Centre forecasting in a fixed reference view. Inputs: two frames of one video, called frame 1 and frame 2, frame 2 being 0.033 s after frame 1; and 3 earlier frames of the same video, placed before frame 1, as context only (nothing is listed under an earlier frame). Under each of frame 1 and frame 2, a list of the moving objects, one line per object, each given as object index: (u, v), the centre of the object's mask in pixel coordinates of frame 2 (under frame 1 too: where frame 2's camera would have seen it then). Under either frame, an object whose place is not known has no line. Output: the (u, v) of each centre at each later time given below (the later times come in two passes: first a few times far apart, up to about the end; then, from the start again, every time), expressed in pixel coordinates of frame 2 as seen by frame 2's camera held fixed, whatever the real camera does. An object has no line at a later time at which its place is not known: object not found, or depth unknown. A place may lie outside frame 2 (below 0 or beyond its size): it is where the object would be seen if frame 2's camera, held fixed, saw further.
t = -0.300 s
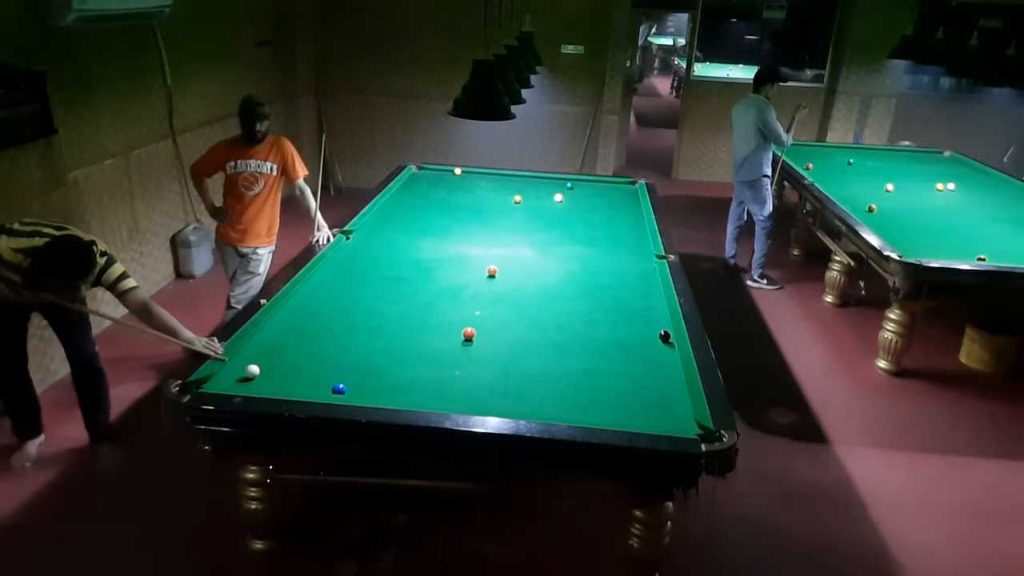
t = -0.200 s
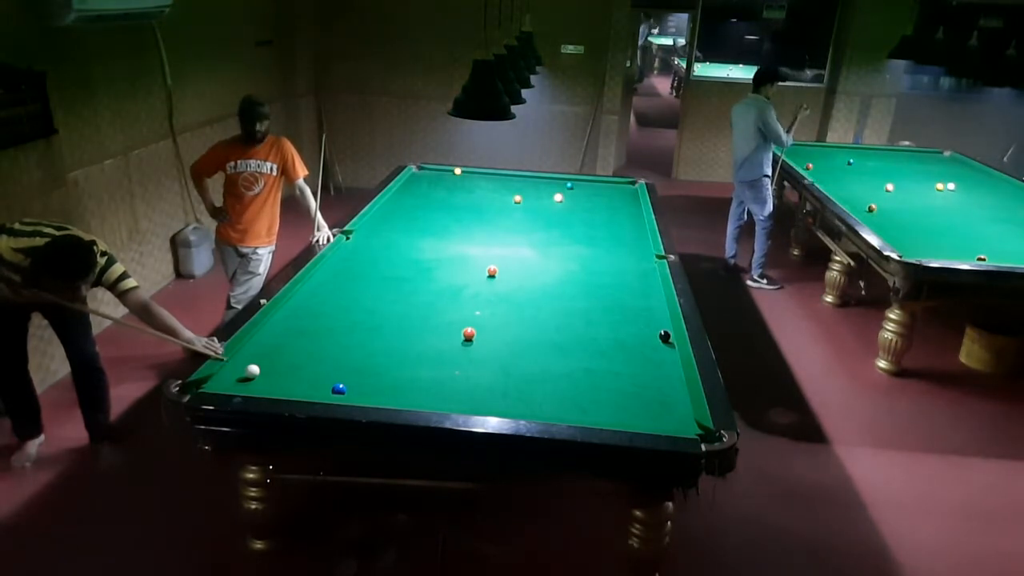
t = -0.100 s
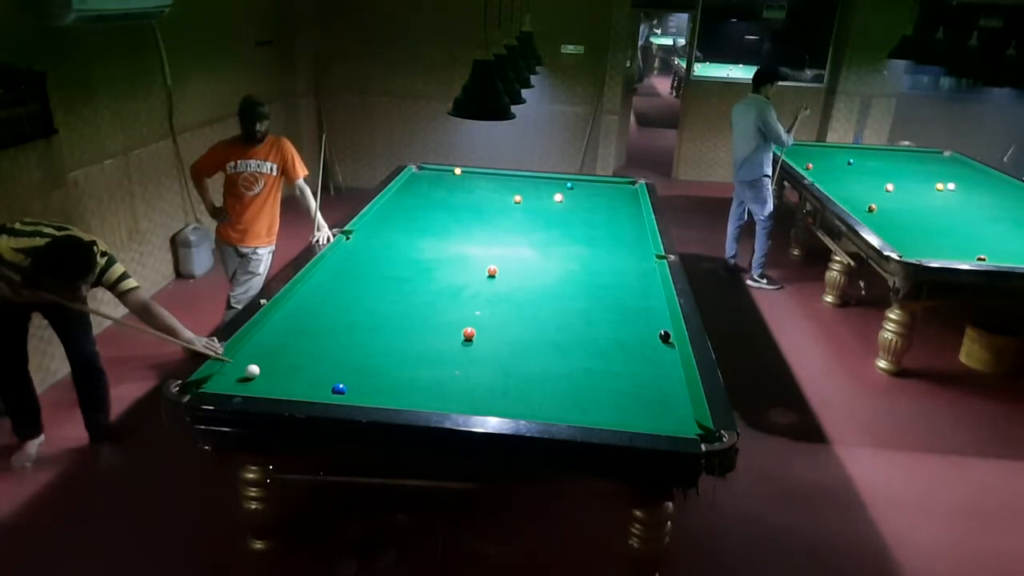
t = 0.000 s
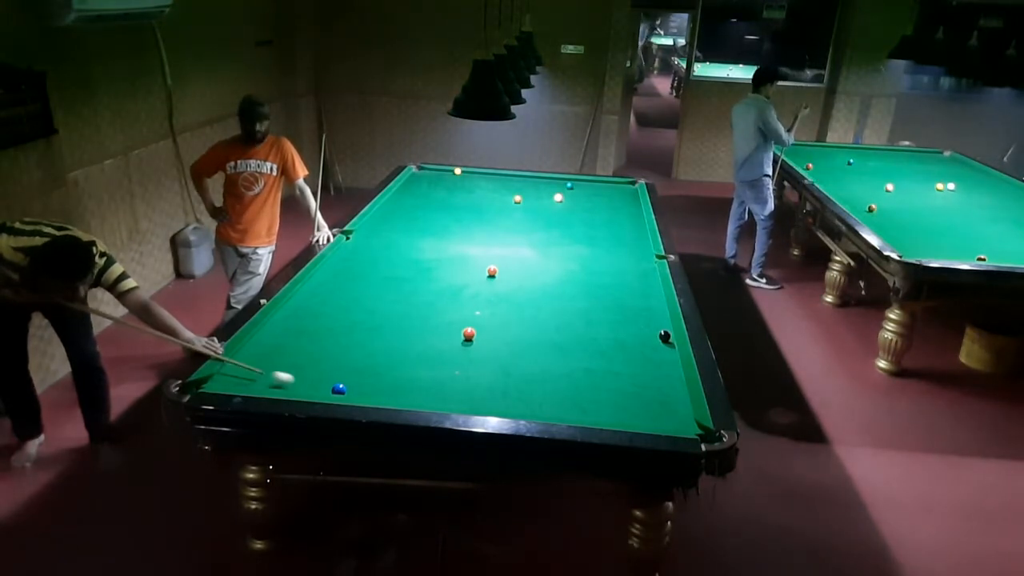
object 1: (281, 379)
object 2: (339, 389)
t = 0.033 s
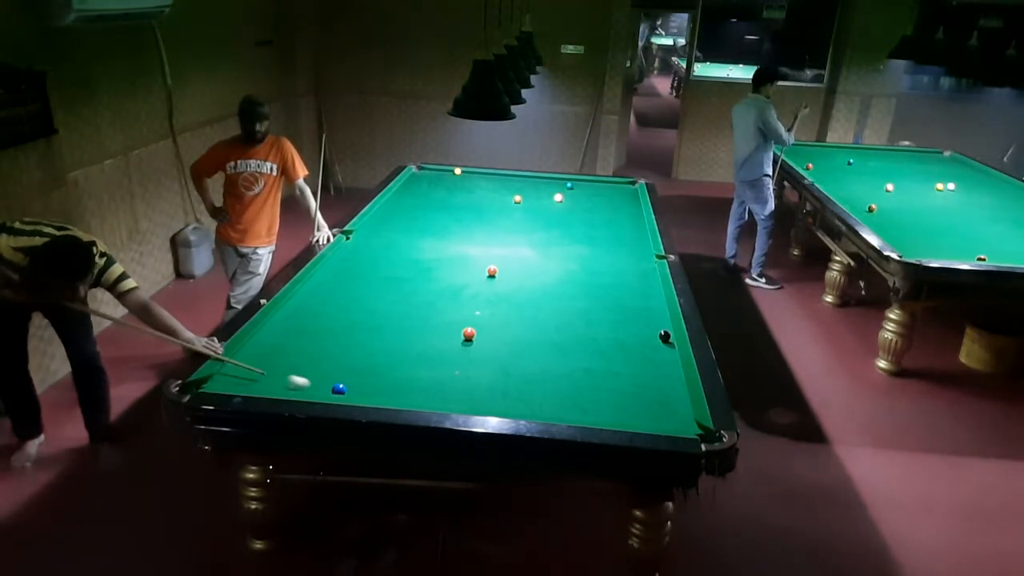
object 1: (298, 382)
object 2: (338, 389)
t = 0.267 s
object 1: (344, 384)
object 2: (409, 393)
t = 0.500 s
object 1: (381, 374)
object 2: (480, 398)
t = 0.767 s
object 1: (418, 363)
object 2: (561, 404)
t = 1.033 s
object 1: (451, 354)
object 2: (639, 409)
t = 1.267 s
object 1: (477, 347)
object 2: (667, 409)
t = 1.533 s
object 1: (504, 339)
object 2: (611, 402)
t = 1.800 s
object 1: (528, 333)
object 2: (559, 396)
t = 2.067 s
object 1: (550, 328)
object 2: (511, 391)
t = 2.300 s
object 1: (567, 323)
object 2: (472, 386)
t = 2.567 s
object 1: (585, 319)
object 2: (429, 381)
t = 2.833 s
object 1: (601, 315)
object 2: (389, 378)
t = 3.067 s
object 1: (613, 312)
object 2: (355, 375)
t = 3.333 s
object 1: (625, 310)
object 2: (319, 370)
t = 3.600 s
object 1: (636, 307)
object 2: (285, 368)
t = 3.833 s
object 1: (643, 305)
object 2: (258, 365)
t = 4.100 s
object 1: (652, 304)
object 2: (233, 363)
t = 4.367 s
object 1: (658, 302)
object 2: (253, 364)
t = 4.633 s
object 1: (656, 301)
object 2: (270, 365)
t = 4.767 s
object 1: (655, 300)
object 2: (278, 366)
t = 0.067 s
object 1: (314, 385)
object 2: (339, 389)
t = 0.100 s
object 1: (324, 388)
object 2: (343, 388)
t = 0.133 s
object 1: (326, 389)
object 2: (359, 389)
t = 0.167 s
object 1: (330, 387)
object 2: (372, 390)
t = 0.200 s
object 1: (335, 386)
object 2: (386, 391)
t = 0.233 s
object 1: (339, 385)
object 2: (398, 392)
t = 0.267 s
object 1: (344, 384)
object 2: (409, 393)
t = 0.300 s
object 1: (349, 383)
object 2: (419, 394)
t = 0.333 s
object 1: (355, 381)
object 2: (430, 394)
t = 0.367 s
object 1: (360, 380)
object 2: (440, 395)
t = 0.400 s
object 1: (365, 378)
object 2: (450, 396)
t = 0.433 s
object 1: (370, 377)
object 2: (460, 397)
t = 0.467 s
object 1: (376, 375)
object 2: (470, 397)
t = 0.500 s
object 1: (381, 374)
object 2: (480, 398)
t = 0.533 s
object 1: (386, 372)
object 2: (491, 399)
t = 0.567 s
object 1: (390, 371)
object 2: (500, 399)
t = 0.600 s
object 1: (395, 370)
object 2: (510, 400)
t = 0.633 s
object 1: (400, 368)
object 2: (521, 401)
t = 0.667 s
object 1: (404, 367)
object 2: (531, 402)
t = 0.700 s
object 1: (409, 365)
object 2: (541, 403)
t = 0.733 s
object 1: (413, 364)
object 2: (551, 404)
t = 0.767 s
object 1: (418, 363)
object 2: (561, 404)
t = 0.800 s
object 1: (422, 362)
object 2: (571, 405)
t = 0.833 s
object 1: (426, 361)
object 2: (581, 406)
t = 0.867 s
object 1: (431, 359)
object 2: (590, 407)
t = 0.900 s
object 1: (435, 358)
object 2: (600, 407)
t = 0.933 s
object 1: (439, 357)
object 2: (610, 408)
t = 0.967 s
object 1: (443, 356)
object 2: (620, 408)
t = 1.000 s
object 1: (447, 355)
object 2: (630, 408)
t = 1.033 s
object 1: (451, 354)
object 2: (639, 409)
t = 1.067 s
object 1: (454, 353)
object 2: (648, 410)
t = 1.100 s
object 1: (458, 352)
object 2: (658, 410)
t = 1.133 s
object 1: (462, 351)
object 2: (667, 411)
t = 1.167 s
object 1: (466, 350)
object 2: (677, 411)
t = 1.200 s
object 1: (470, 349)
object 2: (683, 411)
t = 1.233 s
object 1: (473, 348)
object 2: (675, 410)
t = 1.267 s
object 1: (477, 347)
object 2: (667, 409)
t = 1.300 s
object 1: (481, 345)
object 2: (659, 408)
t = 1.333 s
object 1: (484, 345)
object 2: (652, 408)
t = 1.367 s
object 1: (487, 344)
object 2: (645, 406)
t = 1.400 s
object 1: (491, 343)
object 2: (638, 406)
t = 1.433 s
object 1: (494, 342)
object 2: (631, 405)
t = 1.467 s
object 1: (498, 341)
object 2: (624, 404)
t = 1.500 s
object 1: (501, 340)
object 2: (617, 403)
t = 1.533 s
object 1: (504, 339)
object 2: (611, 402)
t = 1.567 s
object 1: (507, 338)
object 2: (604, 401)
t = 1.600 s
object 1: (510, 338)
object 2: (598, 401)
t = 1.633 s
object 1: (513, 337)
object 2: (591, 400)
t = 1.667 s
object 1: (516, 336)
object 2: (584, 399)
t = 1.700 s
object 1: (520, 335)
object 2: (578, 398)
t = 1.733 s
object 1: (522, 335)
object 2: (572, 397)
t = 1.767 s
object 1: (525, 334)
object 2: (566, 397)
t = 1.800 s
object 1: (528, 333)
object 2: (559, 396)
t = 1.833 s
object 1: (531, 332)
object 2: (553, 395)
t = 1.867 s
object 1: (534, 332)
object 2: (547, 395)
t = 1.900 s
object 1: (537, 331)
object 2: (541, 394)
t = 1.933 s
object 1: (539, 330)
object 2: (535, 393)
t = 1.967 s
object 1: (542, 330)
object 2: (529, 393)
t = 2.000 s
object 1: (545, 329)
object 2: (523, 392)
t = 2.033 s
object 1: (547, 328)
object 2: (517, 391)
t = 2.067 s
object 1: (550, 328)
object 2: (511, 391)
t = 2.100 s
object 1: (552, 327)
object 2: (506, 390)
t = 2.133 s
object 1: (555, 326)
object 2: (500, 389)
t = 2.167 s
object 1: (558, 325)
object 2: (494, 388)
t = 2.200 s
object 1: (560, 325)
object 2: (488, 388)
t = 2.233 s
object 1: (563, 325)
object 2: (483, 387)
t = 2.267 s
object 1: (565, 324)
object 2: (477, 387)
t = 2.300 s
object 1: (567, 323)
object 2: (472, 386)
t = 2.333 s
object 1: (570, 323)
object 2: (466, 385)
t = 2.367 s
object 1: (572, 322)
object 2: (461, 385)
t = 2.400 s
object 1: (574, 321)
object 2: (455, 385)
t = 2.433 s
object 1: (576, 321)
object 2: (450, 384)
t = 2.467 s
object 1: (579, 320)
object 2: (445, 383)
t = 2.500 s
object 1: (581, 320)
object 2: (439, 383)
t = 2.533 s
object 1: (583, 319)
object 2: (434, 382)
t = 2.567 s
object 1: (585, 319)
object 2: (429, 381)
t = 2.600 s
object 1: (587, 318)
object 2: (424, 381)
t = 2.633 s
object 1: (589, 318)
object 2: (418, 381)
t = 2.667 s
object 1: (591, 317)
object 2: (414, 379)
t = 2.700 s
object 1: (593, 317)
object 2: (409, 380)
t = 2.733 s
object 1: (595, 316)
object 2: (403, 380)
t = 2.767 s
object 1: (597, 316)
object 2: (398, 379)
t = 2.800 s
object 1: (599, 315)
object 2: (394, 378)
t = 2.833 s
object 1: (601, 315)
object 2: (389, 378)
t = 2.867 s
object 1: (603, 315)
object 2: (384, 377)
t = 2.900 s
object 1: (604, 314)
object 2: (379, 377)
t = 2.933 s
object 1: (606, 314)
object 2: (374, 376)
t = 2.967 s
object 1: (608, 313)
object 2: (369, 376)
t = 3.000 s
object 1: (609, 313)
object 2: (364, 376)
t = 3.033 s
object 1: (611, 313)
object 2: (360, 374)
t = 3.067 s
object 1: (613, 312)
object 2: (355, 375)
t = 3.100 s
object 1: (614, 312)
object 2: (351, 373)
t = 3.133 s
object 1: (616, 311)
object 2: (346, 373)
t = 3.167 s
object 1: (618, 311)
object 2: (341, 374)
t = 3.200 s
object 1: (619, 311)
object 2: (337, 372)
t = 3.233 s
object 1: (621, 310)
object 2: (332, 372)
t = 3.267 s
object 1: (622, 310)
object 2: (328, 371)
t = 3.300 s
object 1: (624, 310)
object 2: (323, 371)
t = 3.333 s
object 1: (625, 310)
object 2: (319, 370)
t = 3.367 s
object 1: (627, 309)
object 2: (314, 370)
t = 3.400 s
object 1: (628, 309)
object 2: (310, 369)
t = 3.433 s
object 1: (629, 308)
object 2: (306, 370)
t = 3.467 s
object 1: (631, 308)
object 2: (302, 370)
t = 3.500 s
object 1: (632, 308)
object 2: (297, 369)
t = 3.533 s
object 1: (633, 307)
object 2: (293, 369)
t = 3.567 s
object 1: (634, 307)
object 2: (289, 369)
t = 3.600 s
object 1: (636, 307)
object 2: (285, 368)
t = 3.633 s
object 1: (637, 307)
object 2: (283, 368)
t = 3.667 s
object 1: (638, 306)
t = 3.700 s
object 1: (639, 306)
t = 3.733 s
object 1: (640, 306)
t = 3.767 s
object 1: (641, 306)
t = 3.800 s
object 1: (642, 305)
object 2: (261, 366)
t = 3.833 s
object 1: (643, 305)
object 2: (258, 365)
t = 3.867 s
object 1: (645, 305)
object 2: (254, 365)
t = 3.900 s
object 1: (646, 305)
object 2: (251, 364)
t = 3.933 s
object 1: (647, 305)
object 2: (247, 364)
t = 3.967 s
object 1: (648, 305)
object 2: (244, 364)
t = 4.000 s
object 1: (649, 304)
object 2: (240, 364)
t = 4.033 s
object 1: (650, 304)
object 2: (237, 363)
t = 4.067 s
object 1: (651, 304)
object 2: (232, 363)
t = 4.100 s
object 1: (652, 304)
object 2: (233, 363)
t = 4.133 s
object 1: (652, 303)
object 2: (236, 363)
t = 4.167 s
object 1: (653, 303)
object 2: (238, 363)
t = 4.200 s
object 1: (654, 303)
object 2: (241, 363)
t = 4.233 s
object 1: (654, 303)
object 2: (243, 363)
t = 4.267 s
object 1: (655, 303)
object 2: (246, 364)
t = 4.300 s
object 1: (656, 302)
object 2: (248, 364)
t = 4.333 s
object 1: (657, 302)
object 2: (250, 364)
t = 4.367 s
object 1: (658, 302)
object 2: (253, 364)
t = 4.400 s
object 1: (658, 302)
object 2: (255, 364)
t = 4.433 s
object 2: (257, 364)
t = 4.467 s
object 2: (260, 364)
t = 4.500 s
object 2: (262, 364)
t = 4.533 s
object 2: (264, 365)
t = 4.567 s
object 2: (266, 365)
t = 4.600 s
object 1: (656, 301)
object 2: (269, 365)
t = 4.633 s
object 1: (656, 301)
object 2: (270, 365)
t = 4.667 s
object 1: (656, 301)
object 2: (272, 365)
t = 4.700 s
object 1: (655, 300)
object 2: (275, 365)
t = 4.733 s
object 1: (655, 300)
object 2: (276, 365)
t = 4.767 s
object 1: (655, 300)
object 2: (278, 366)
